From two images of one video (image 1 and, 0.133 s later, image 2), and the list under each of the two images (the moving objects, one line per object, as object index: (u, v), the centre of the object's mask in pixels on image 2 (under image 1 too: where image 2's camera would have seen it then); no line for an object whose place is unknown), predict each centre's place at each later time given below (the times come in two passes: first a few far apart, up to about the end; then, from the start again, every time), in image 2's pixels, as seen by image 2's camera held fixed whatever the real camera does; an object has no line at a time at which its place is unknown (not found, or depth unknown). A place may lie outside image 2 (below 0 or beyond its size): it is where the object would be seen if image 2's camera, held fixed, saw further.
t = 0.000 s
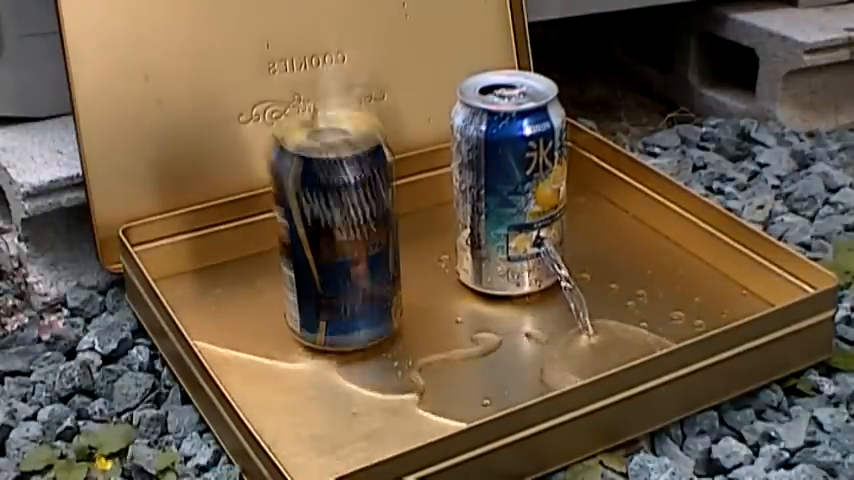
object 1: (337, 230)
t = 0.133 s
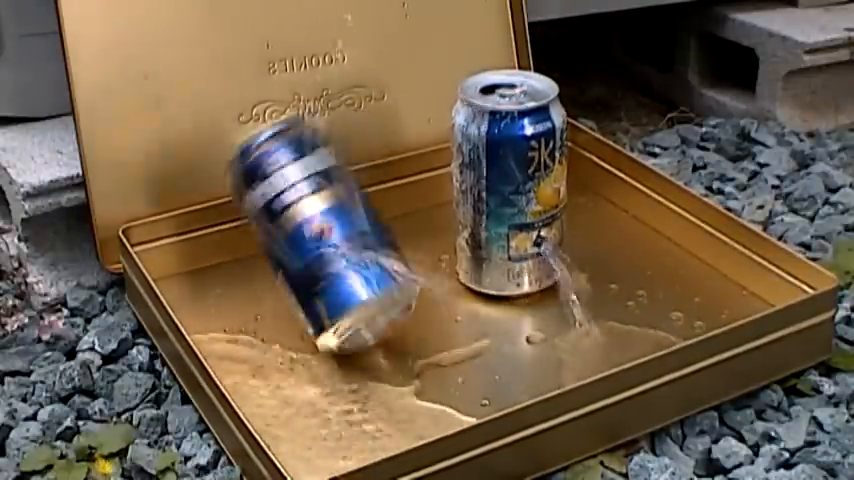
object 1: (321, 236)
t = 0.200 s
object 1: (312, 281)
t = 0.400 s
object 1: (250, 312)
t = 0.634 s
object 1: (242, 320)
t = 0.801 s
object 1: (242, 320)
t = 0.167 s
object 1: (317, 256)
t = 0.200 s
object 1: (312, 281)
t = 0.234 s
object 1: (304, 283)
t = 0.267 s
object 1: (296, 289)
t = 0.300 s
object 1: (286, 294)
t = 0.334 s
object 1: (276, 300)
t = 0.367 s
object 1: (263, 306)
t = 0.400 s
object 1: (250, 312)
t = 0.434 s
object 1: (243, 316)
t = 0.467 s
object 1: (241, 318)
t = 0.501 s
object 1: (242, 320)
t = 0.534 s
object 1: (242, 320)
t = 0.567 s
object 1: (242, 320)
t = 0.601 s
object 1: (242, 320)
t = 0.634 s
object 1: (242, 320)
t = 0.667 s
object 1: (242, 320)
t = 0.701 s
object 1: (242, 320)
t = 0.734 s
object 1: (242, 320)
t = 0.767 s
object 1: (242, 320)
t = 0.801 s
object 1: (242, 320)
